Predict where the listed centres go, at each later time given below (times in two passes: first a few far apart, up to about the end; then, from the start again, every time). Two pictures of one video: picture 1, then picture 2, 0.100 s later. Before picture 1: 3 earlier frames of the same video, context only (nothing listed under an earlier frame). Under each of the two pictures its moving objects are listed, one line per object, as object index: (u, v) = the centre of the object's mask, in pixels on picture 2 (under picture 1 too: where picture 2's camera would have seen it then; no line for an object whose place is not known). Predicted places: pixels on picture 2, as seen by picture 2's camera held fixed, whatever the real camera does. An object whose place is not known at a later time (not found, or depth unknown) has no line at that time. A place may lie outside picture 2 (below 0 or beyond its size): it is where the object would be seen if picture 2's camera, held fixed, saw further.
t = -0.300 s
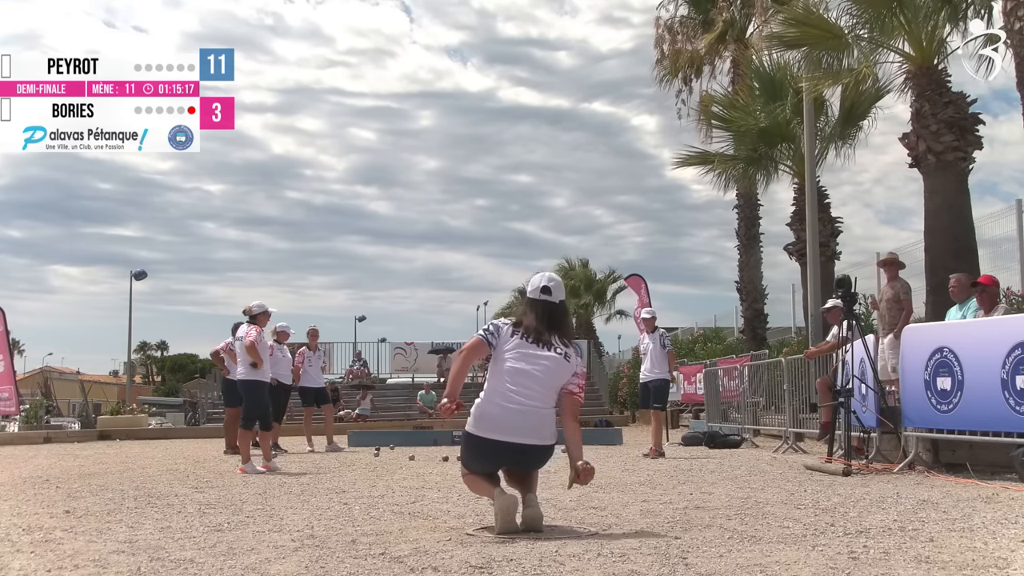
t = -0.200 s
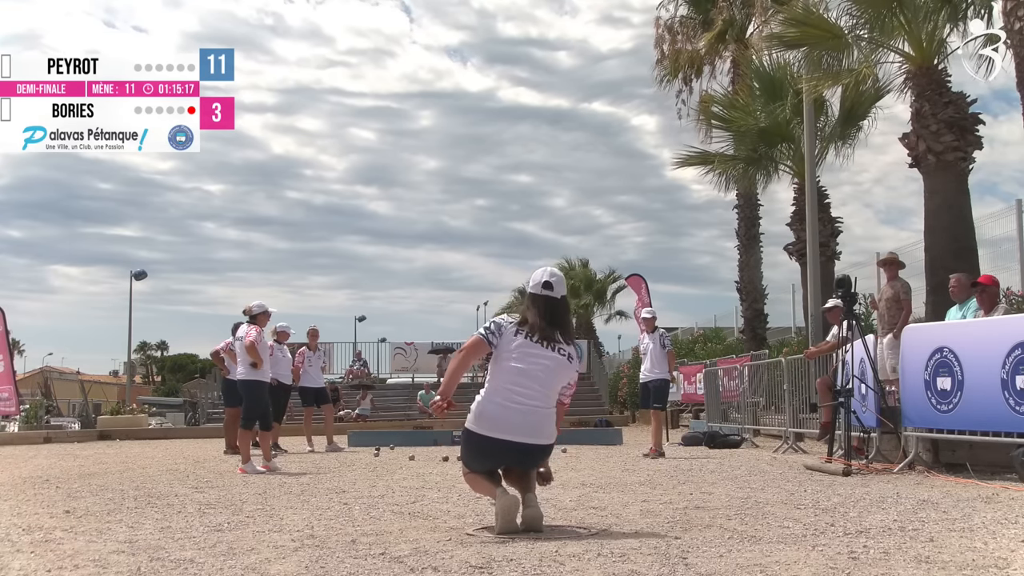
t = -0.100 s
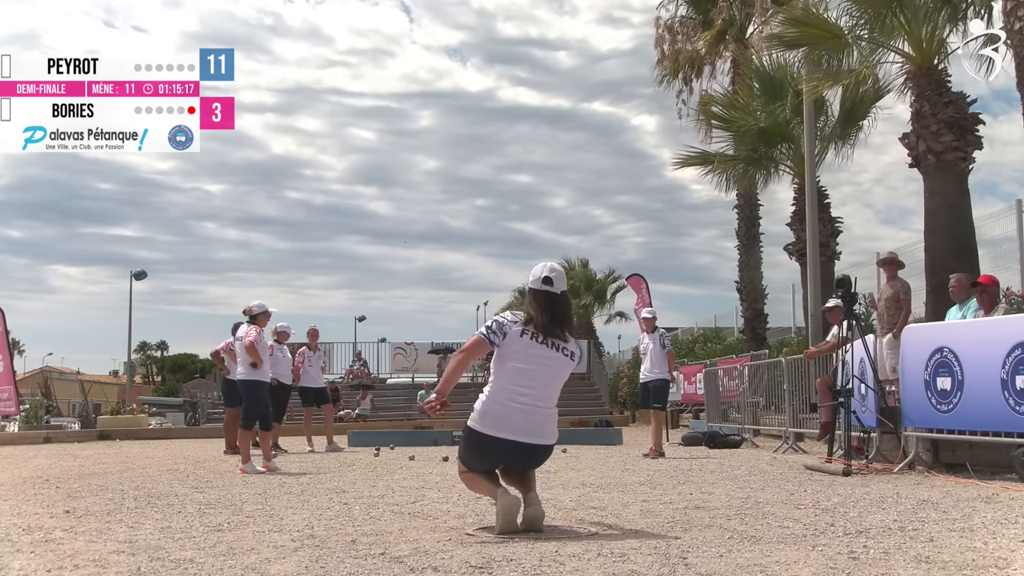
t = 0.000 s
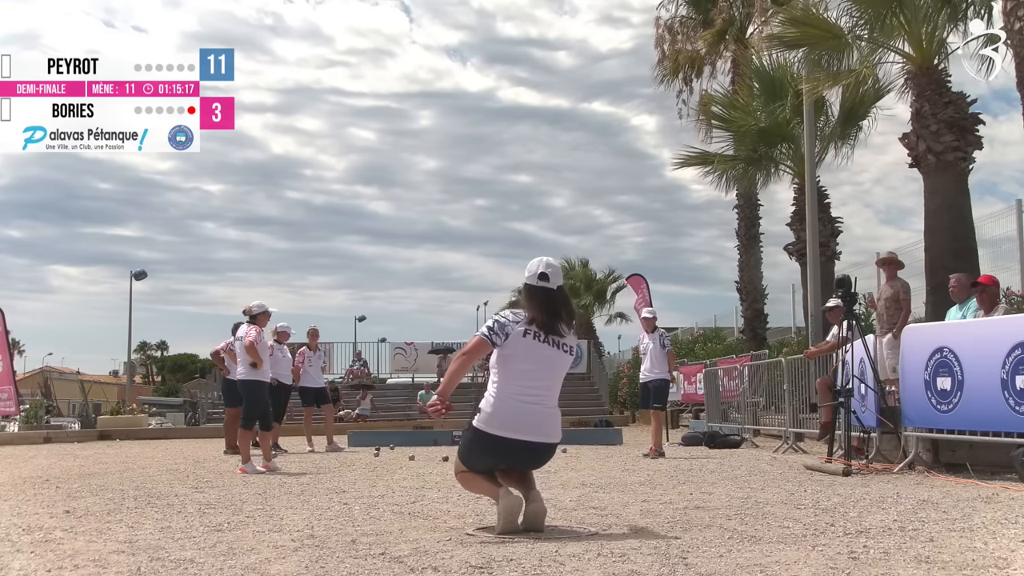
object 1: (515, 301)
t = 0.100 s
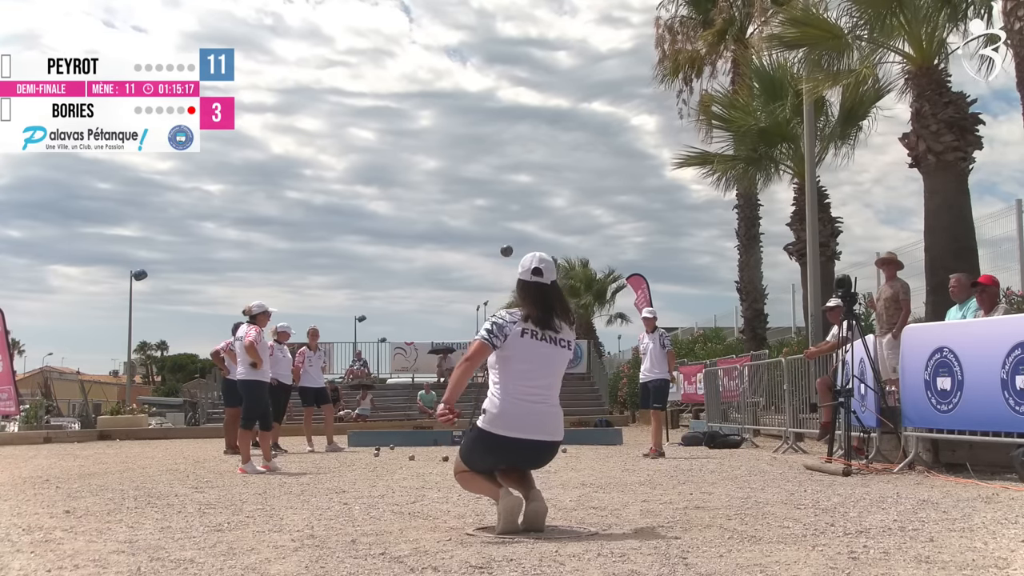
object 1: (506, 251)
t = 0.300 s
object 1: (492, 207)
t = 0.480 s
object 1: (482, 221)
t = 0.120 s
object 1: (504, 243)
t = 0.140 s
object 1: (503, 236)
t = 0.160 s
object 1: (501, 230)
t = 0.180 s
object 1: (500, 224)
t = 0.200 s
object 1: (498, 221)
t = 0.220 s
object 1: (497, 216)
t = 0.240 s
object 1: (496, 212)
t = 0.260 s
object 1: (494, 210)
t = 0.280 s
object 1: (493, 208)
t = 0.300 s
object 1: (492, 207)
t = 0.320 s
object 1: (490, 206)
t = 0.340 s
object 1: (489, 206)
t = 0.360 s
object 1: (488, 207)
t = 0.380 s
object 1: (487, 208)
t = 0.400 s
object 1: (486, 210)
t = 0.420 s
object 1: (485, 212)
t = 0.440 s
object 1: (484, 214)
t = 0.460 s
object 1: (483, 217)
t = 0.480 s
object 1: (482, 221)
